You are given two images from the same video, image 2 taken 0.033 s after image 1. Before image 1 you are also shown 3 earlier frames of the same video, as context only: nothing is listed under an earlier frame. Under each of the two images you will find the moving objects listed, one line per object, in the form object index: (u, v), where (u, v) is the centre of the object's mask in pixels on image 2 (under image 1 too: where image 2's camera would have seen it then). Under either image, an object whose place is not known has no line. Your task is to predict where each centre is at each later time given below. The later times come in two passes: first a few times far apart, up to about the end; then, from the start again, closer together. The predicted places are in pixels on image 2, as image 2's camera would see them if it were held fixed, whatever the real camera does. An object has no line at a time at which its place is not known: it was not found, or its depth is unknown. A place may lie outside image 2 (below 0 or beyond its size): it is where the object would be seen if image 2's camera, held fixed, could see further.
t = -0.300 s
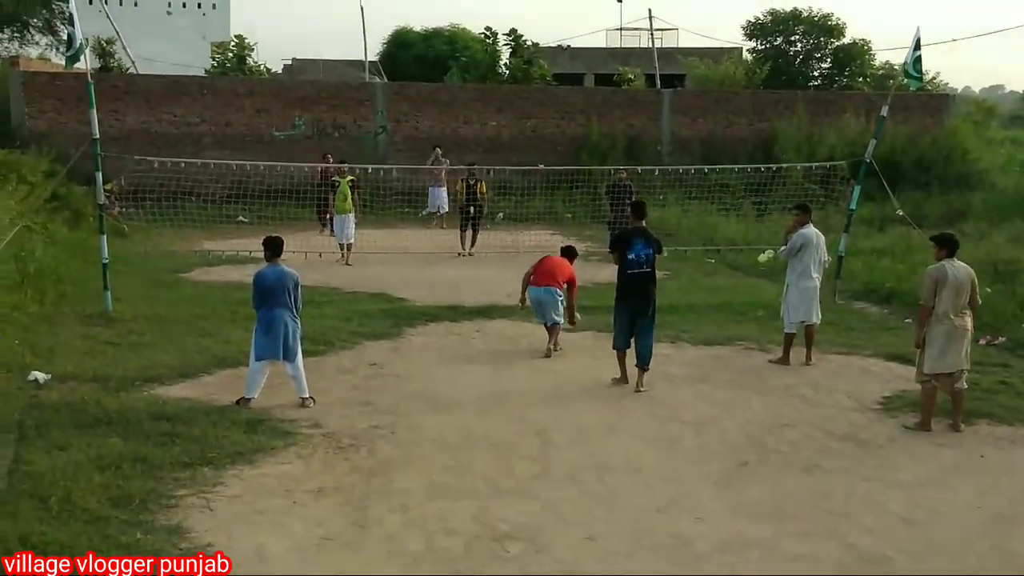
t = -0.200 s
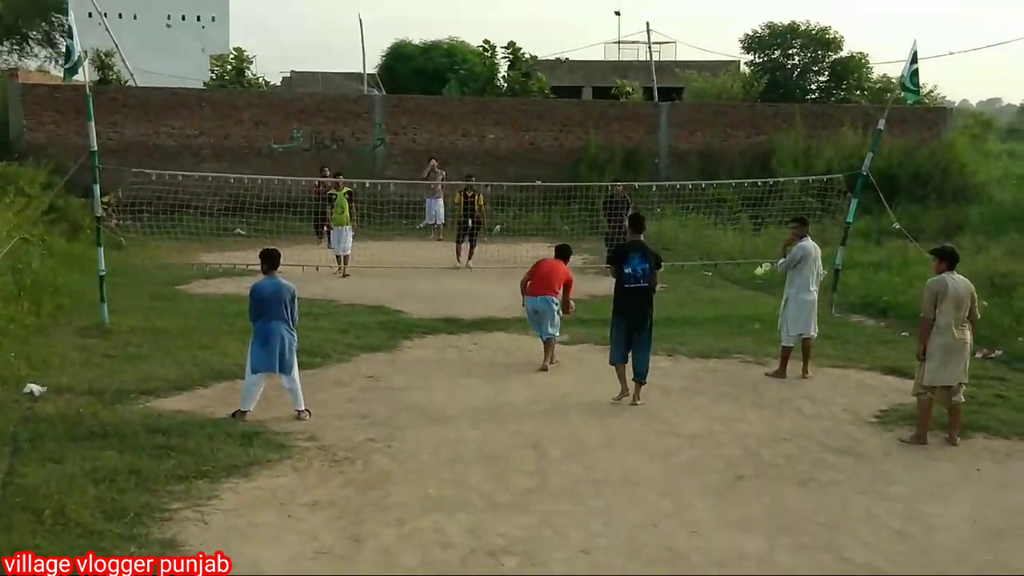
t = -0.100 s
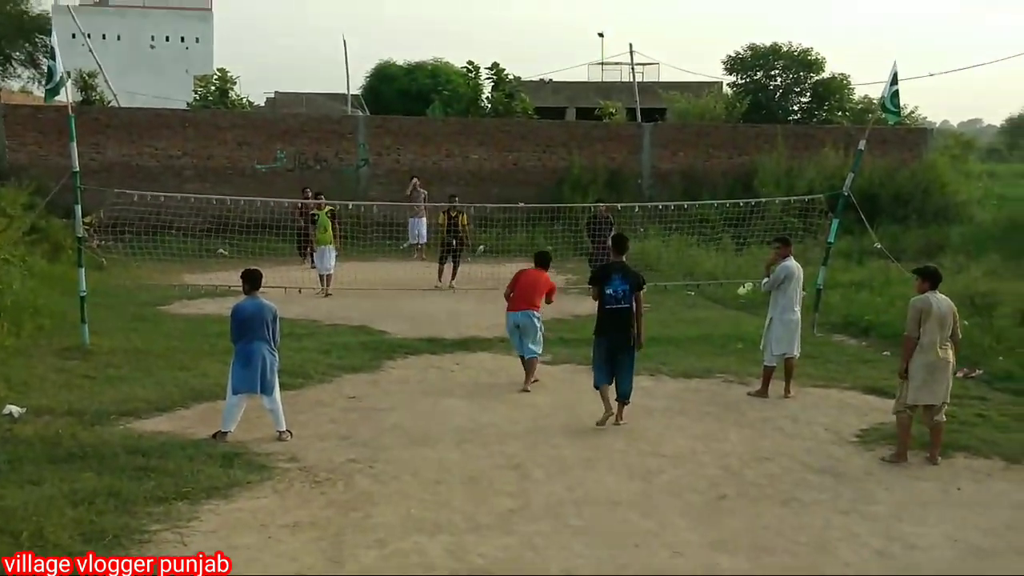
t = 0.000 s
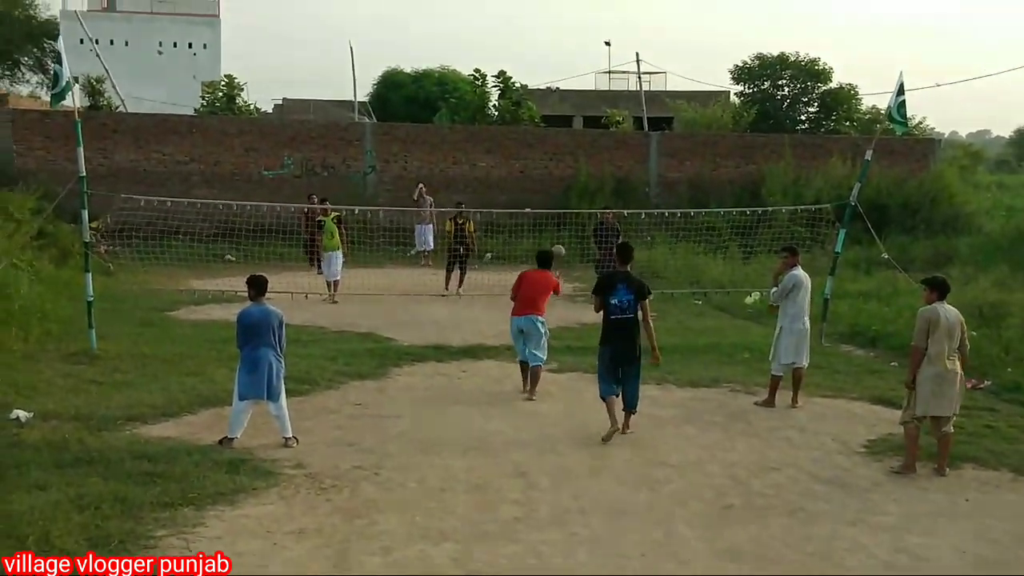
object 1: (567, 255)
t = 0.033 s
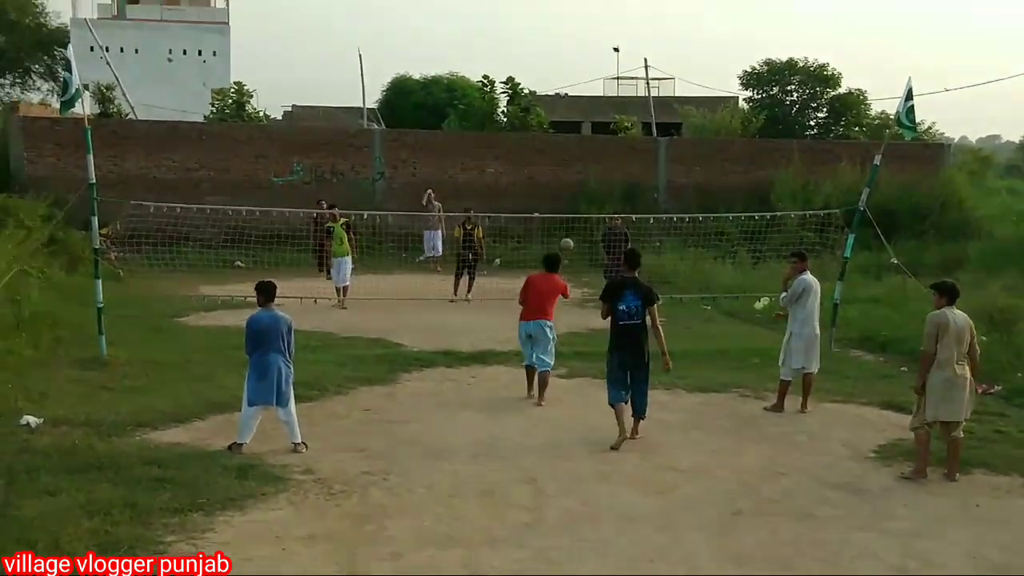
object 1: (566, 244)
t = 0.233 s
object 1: (562, 190)
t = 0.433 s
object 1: (556, 172)
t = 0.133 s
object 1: (565, 213)
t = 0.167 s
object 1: (564, 204)
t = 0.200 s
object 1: (563, 197)
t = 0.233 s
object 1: (562, 190)
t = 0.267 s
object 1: (561, 183)
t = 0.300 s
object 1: (560, 180)
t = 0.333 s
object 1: (560, 176)
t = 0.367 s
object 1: (559, 173)
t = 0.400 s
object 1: (558, 172)
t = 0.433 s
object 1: (556, 172)
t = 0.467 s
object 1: (556, 172)
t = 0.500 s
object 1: (555, 173)
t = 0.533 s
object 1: (554, 176)
